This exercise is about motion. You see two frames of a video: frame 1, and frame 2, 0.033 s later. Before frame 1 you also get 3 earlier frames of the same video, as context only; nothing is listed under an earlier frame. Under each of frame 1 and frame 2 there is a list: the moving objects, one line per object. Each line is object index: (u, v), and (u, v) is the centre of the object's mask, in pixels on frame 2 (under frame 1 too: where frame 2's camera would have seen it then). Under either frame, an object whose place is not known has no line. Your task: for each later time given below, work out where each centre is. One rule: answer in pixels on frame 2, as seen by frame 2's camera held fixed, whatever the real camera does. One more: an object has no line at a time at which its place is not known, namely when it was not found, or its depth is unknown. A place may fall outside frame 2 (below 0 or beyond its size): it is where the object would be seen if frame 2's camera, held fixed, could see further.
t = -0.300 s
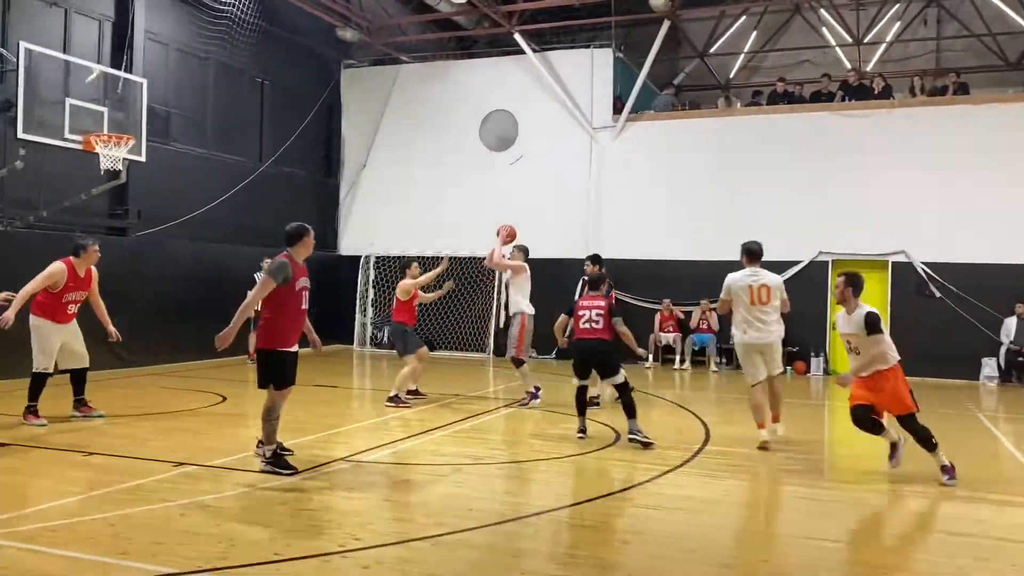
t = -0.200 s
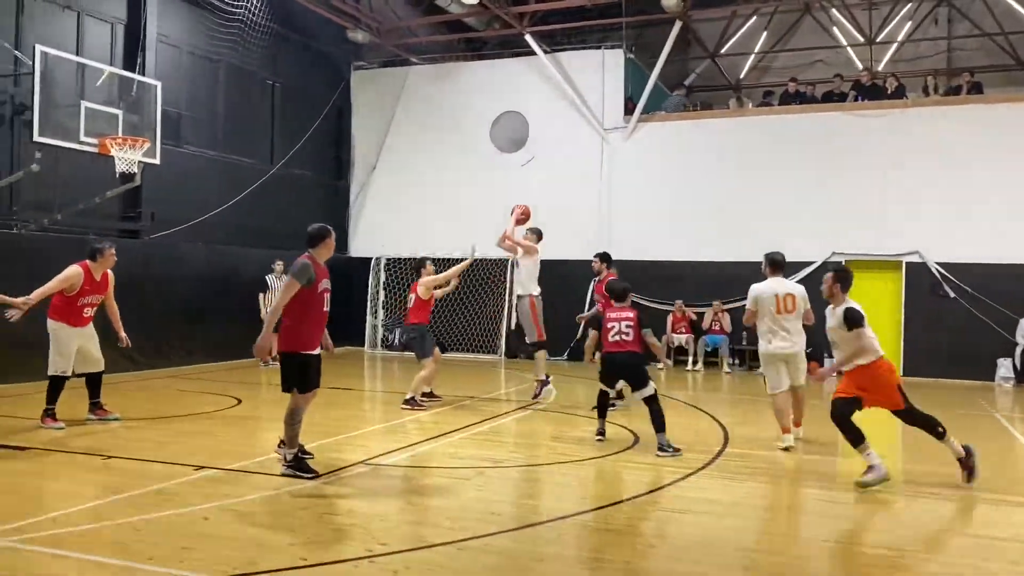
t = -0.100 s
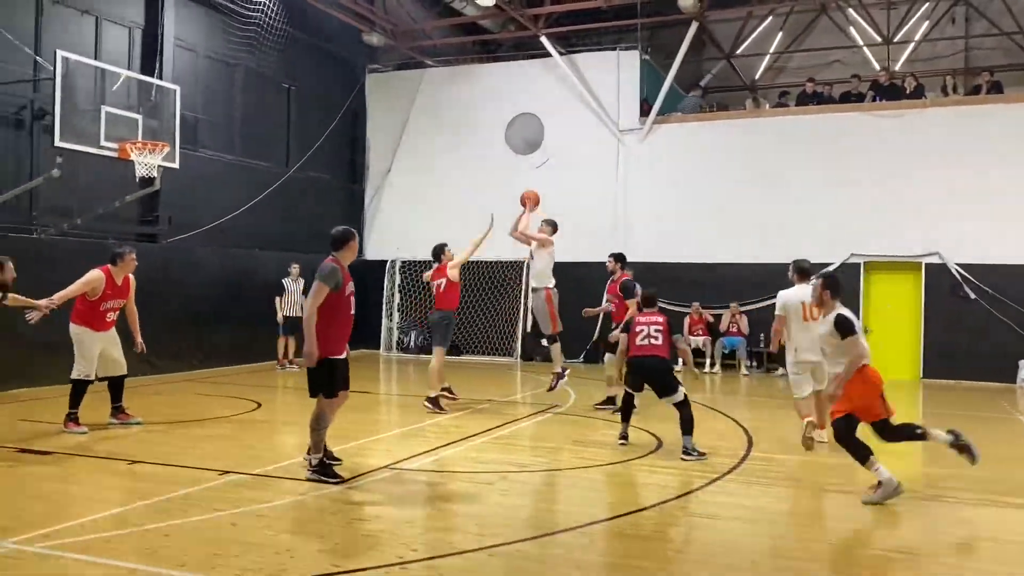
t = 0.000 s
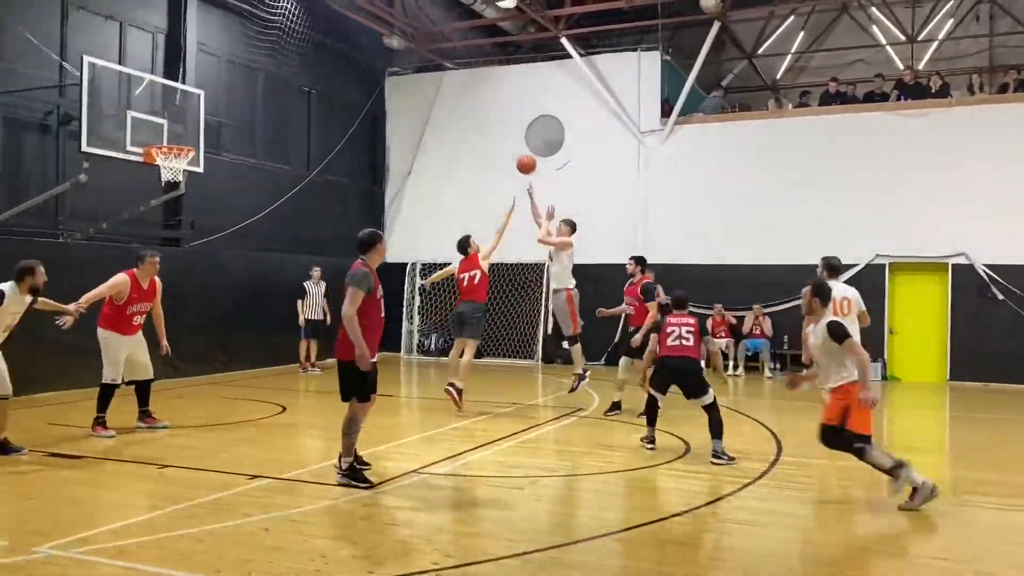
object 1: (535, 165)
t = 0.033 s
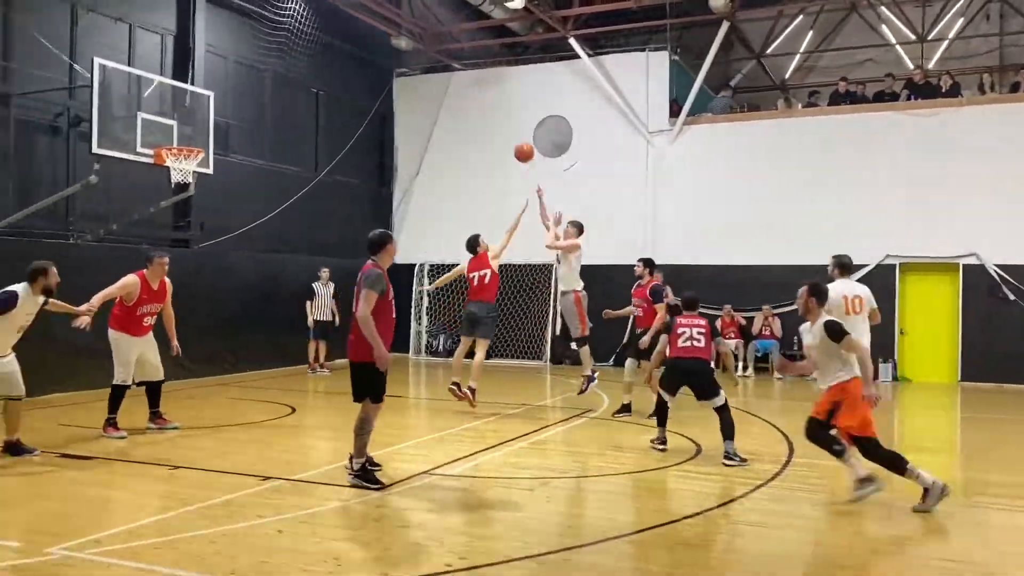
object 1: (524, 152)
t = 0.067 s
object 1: (513, 140)
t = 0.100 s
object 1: (501, 127)
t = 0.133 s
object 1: (490, 118)
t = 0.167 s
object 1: (480, 109)
